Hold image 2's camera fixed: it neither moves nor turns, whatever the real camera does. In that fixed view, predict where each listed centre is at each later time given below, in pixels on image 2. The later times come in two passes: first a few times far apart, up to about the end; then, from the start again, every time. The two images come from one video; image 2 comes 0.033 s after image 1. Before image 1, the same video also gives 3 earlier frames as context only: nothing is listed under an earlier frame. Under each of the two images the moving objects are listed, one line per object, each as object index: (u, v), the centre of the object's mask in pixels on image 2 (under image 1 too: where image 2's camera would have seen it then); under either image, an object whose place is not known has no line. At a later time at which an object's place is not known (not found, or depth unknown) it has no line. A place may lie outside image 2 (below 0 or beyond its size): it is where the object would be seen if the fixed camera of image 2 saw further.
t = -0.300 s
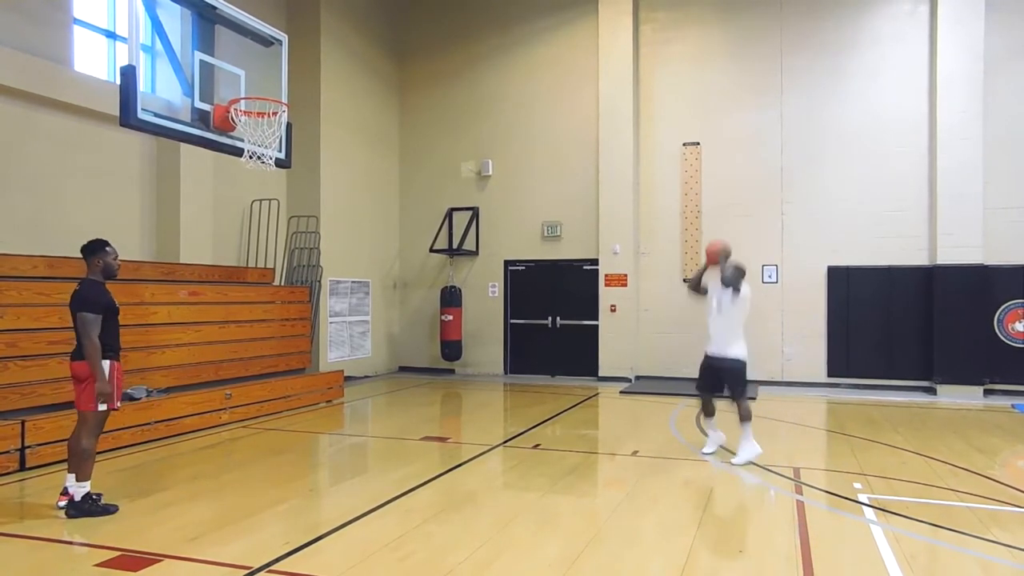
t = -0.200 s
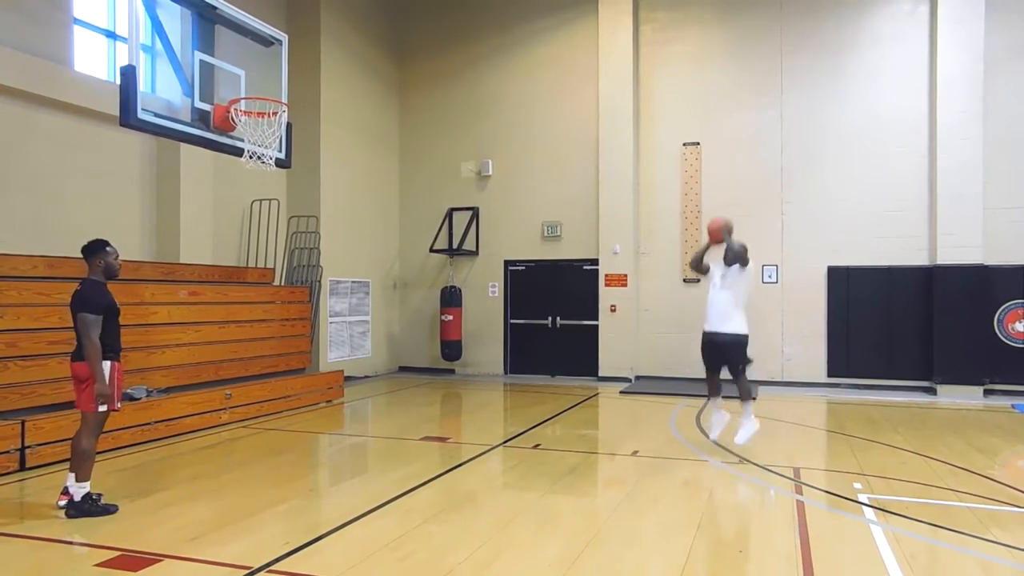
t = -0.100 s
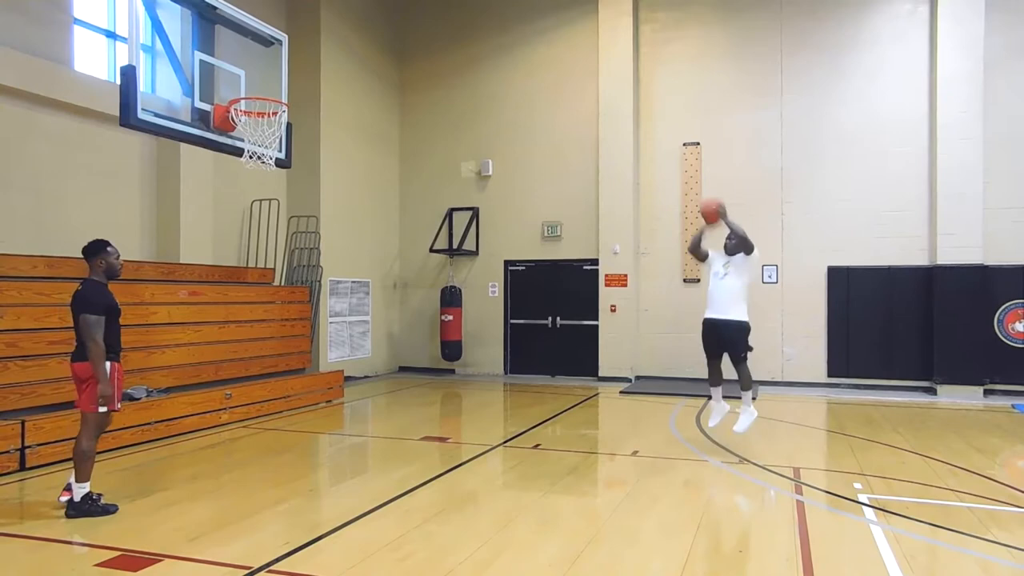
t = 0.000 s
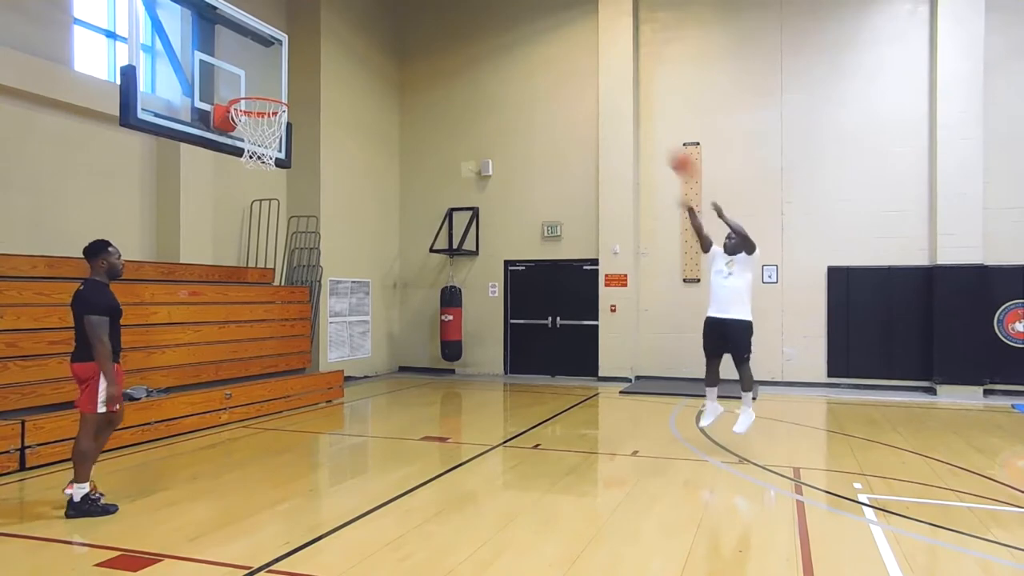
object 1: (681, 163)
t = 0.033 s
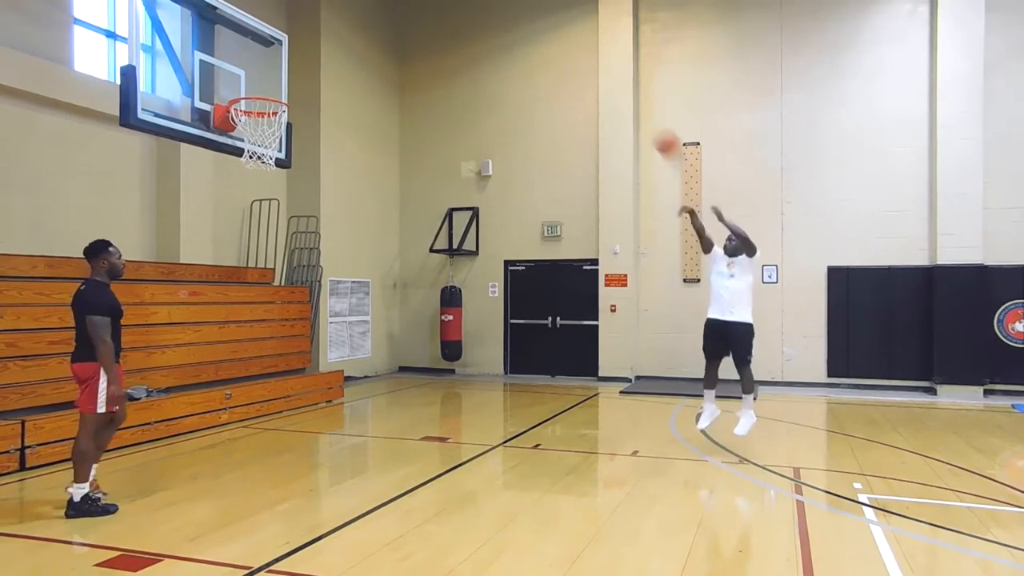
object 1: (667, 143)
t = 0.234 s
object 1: (580, 60)
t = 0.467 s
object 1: (477, 12)
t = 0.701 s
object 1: (367, 23)
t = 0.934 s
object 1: (254, 97)
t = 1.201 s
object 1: (276, 151)
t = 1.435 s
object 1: (298, 174)
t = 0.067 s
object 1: (653, 126)
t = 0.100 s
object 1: (639, 112)
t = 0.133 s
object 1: (624, 97)
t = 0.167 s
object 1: (610, 83)
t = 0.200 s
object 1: (595, 70)
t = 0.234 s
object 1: (580, 60)
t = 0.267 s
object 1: (566, 51)
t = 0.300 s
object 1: (552, 40)
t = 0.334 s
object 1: (538, 31)
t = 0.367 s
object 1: (523, 24)
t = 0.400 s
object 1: (507, 18)
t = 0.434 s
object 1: (492, 13)
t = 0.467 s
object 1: (477, 12)
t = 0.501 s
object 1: (461, 11)
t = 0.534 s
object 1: (445, 10)
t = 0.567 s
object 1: (429, 10)
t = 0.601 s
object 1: (414, 11)
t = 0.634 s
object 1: (400, 12)
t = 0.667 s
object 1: (383, 17)
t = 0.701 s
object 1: (367, 23)
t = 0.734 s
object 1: (351, 31)
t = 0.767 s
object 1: (333, 39)
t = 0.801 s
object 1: (317, 49)
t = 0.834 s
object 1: (302, 59)
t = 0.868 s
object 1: (284, 71)
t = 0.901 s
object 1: (267, 85)
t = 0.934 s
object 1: (254, 97)
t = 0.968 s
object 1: (247, 107)
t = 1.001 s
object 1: (245, 115)
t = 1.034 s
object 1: (246, 122)
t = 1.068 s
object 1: (254, 130)
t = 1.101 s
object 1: (258, 137)
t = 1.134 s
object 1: (266, 144)
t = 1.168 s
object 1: (273, 147)
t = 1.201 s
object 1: (276, 151)
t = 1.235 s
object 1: (280, 153)
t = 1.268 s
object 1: (284, 154)
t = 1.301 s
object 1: (288, 156)
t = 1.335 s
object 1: (291, 159)
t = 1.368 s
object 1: (294, 163)
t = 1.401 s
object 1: (296, 167)
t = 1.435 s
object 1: (298, 174)
